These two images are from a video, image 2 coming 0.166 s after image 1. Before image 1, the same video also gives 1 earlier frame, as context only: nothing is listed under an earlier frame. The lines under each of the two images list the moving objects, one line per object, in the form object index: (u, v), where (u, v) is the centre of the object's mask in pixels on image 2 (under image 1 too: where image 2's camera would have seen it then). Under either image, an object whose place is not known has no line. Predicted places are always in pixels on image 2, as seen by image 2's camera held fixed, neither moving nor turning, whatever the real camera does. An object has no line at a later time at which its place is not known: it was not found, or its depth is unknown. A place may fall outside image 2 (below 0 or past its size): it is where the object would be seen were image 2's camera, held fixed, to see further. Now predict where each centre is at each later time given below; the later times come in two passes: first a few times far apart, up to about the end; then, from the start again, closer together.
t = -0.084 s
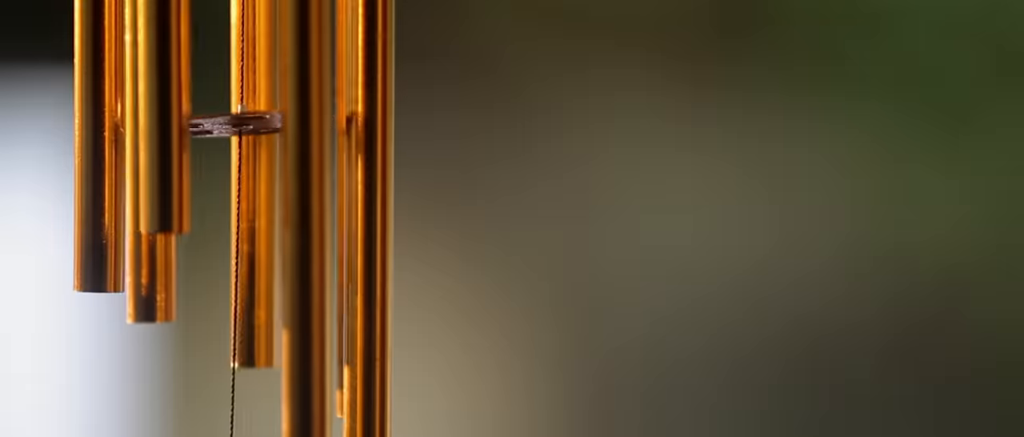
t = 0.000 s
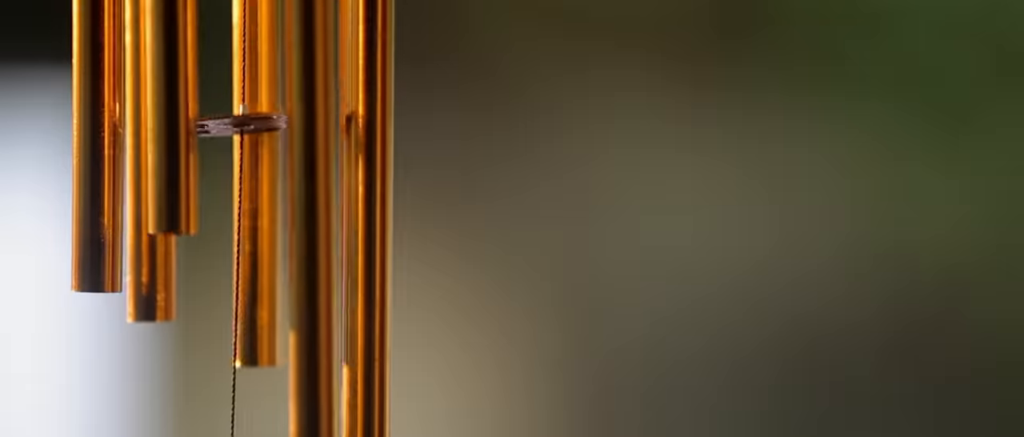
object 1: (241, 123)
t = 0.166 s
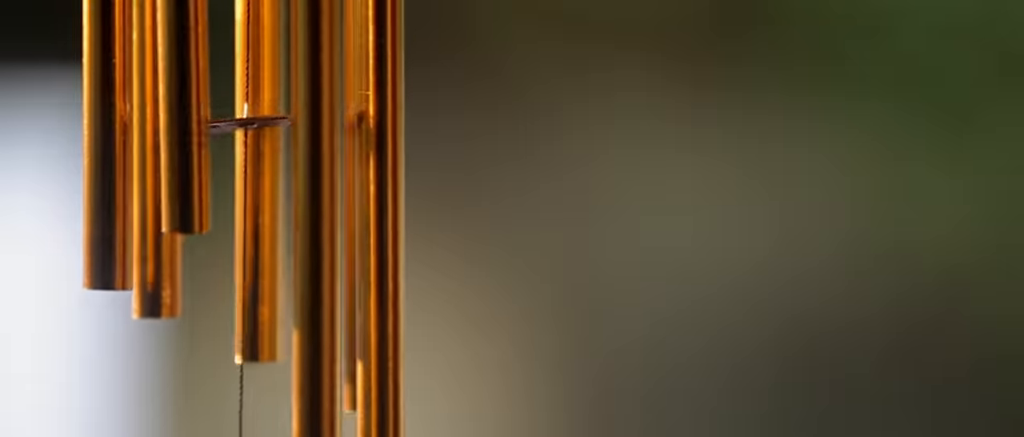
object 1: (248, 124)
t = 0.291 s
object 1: (256, 123)
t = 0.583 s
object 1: (260, 127)
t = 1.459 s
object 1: (248, 125)
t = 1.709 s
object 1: (237, 126)
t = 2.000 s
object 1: (242, 126)
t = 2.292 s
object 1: (267, 124)
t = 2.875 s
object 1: (273, 126)
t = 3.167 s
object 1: (240, 128)
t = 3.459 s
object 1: (236, 126)
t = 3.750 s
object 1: (250, 129)
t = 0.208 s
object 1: (251, 123)
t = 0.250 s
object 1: (252, 123)
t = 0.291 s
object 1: (256, 123)
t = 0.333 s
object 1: (256, 124)
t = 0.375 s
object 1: (258, 125)
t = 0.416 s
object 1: (259, 125)
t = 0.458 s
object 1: (259, 125)
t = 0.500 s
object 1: (259, 126)
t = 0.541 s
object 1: (259, 127)
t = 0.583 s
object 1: (260, 127)
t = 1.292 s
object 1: (269, 125)
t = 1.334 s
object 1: (263, 125)
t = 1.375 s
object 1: (258, 124)
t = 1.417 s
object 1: (252, 124)
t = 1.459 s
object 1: (248, 125)
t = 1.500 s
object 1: (244, 125)
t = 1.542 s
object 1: (241, 125)
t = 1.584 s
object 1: (240, 125)
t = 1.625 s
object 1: (238, 126)
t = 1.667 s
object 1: (237, 126)
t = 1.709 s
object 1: (237, 126)
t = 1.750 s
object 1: (236, 126)
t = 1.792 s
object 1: (236, 125)
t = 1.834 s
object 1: (237, 125)
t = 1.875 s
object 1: (237, 125)
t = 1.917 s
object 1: (238, 125)
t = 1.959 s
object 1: (240, 125)
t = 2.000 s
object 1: (242, 126)
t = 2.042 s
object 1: (244, 126)
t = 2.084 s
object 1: (247, 125)
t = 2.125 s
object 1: (251, 126)
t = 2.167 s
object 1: (254, 125)
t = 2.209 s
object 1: (259, 125)
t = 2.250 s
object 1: (262, 124)
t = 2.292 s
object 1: (267, 124)
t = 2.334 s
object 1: (272, 124)
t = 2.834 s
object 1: (280, 125)
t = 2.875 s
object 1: (273, 126)
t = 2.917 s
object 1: (268, 126)
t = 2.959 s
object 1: (263, 127)
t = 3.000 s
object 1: (259, 127)
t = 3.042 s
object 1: (253, 127)
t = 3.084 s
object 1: (248, 128)
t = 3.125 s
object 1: (244, 128)
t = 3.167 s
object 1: (240, 128)
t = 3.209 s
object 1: (238, 128)
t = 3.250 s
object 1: (236, 128)
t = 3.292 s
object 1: (235, 128)
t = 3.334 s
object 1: (235, 127)
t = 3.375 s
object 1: (235, 127)
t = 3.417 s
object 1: (235, 126)
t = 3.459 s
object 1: (236, 126)
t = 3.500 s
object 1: (237, 125)
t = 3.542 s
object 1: (238, 125)
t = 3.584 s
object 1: (239, 125)
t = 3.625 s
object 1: (239, 125)
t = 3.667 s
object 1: (238, 126)
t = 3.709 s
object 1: (239, 129)
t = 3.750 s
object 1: (250, 129)
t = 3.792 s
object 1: (260, 130)
